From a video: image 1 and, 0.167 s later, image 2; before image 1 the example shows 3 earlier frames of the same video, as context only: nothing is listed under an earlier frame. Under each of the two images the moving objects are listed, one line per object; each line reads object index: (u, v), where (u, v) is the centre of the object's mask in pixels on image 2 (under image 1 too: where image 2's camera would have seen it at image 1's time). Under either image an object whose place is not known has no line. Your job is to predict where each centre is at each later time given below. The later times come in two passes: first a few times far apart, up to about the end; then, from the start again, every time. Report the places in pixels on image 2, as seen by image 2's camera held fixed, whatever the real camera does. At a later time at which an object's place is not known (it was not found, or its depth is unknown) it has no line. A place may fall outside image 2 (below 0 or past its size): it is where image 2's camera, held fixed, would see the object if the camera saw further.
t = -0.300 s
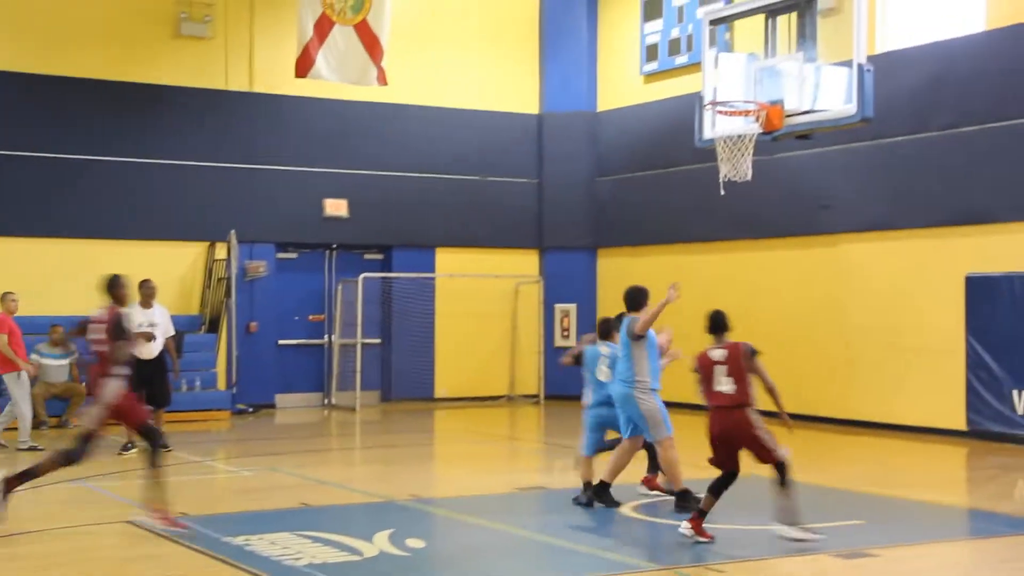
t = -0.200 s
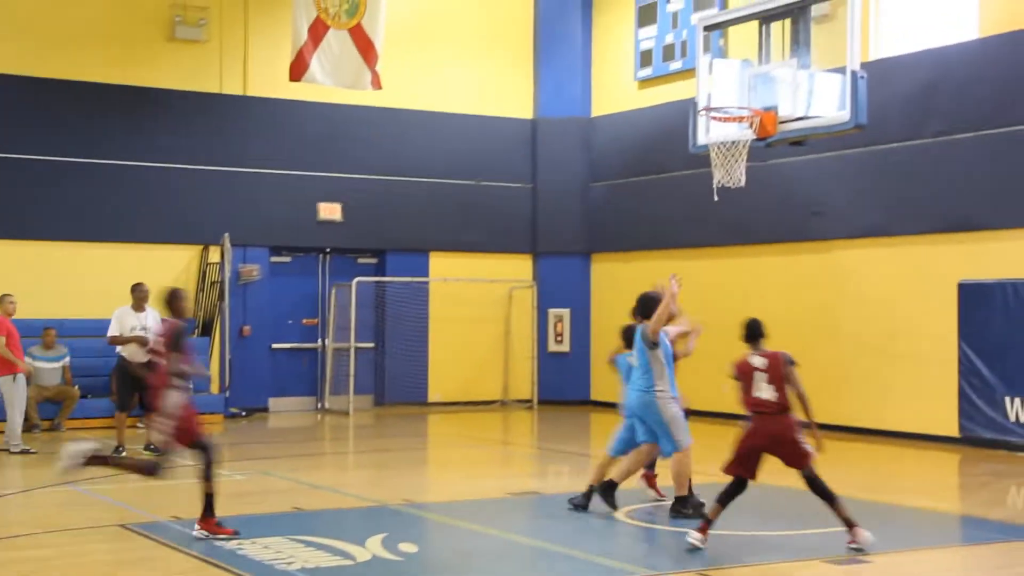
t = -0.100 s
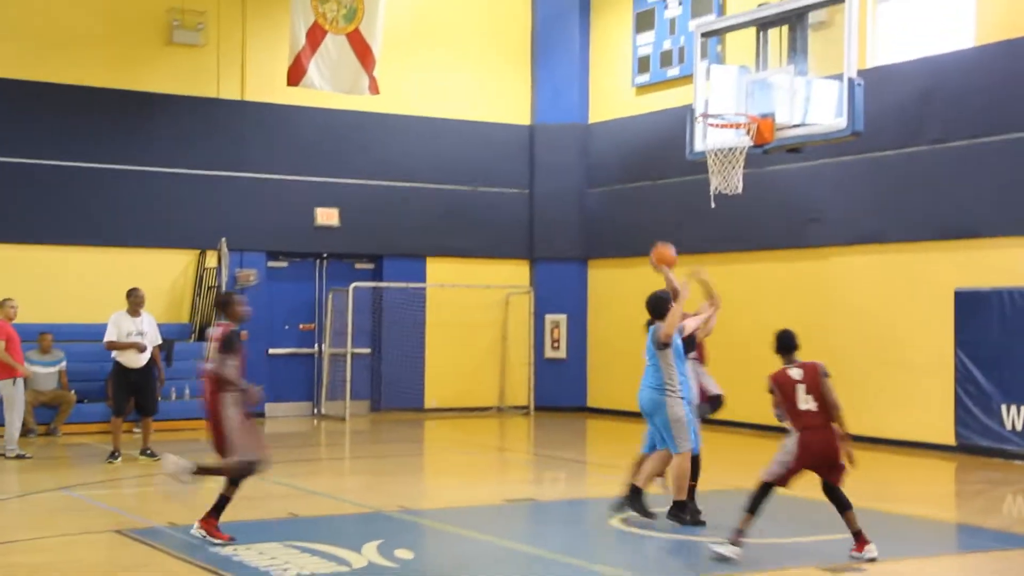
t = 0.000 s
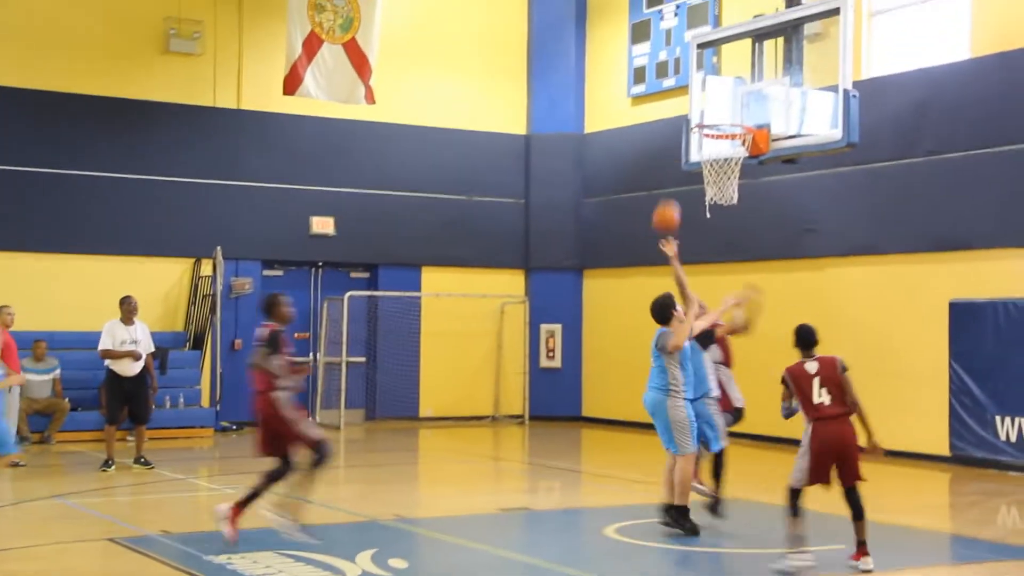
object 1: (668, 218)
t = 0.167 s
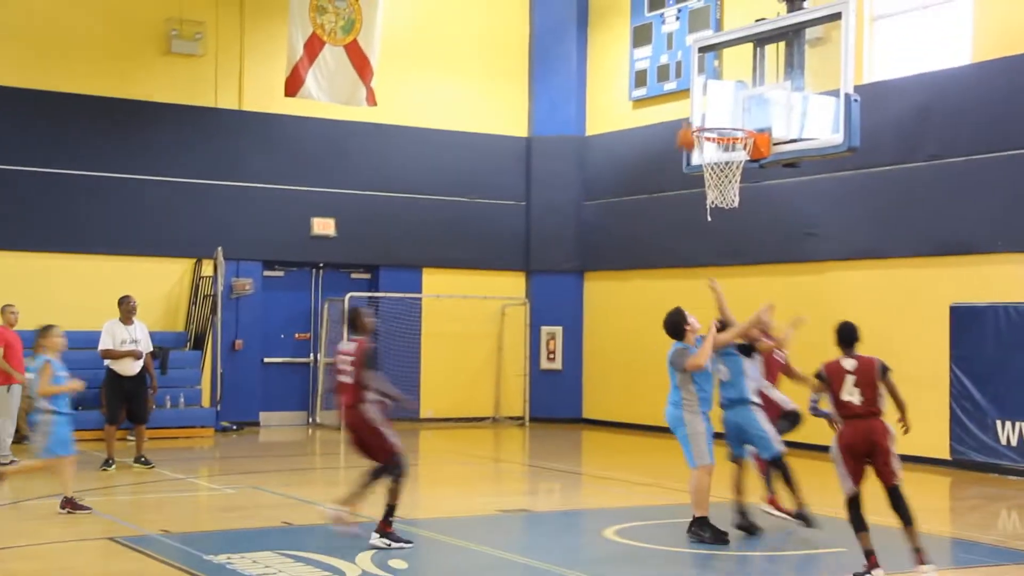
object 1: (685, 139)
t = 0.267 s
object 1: (704, 104)
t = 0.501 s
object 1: (740, 64)
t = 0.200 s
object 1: (692, 125)
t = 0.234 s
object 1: (699, 114)
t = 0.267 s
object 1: (704, 104)
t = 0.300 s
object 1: (709, 94)
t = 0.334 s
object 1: (715, 85)
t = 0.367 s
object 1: (720, 78)
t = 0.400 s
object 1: (725, 72)
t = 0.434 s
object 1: (729, 68)
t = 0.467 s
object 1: (734, 65)
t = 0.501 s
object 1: (740, 64)
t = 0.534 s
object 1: (745, 63)
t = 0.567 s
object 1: (750, 65)
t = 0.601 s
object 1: (755, 67)
